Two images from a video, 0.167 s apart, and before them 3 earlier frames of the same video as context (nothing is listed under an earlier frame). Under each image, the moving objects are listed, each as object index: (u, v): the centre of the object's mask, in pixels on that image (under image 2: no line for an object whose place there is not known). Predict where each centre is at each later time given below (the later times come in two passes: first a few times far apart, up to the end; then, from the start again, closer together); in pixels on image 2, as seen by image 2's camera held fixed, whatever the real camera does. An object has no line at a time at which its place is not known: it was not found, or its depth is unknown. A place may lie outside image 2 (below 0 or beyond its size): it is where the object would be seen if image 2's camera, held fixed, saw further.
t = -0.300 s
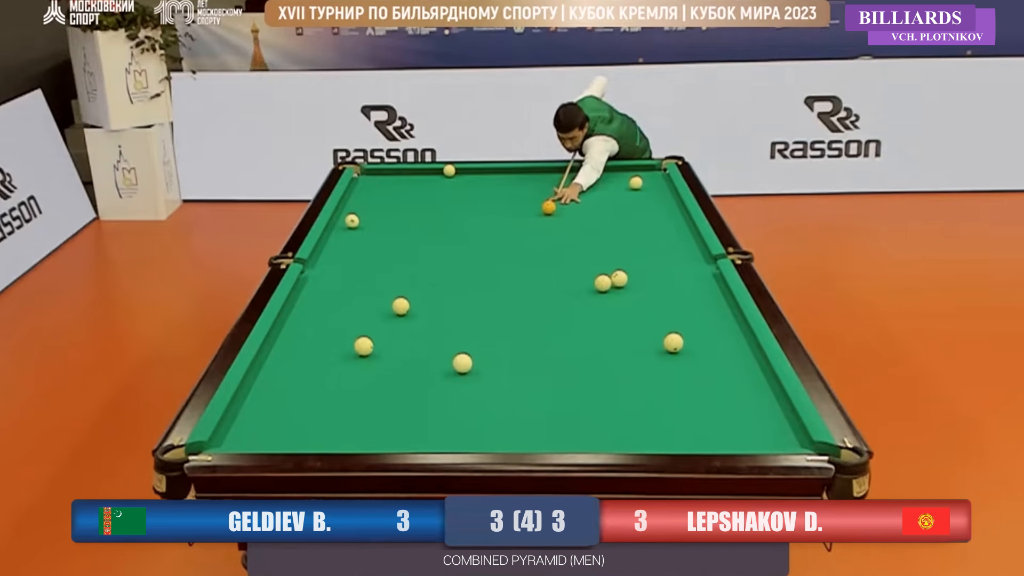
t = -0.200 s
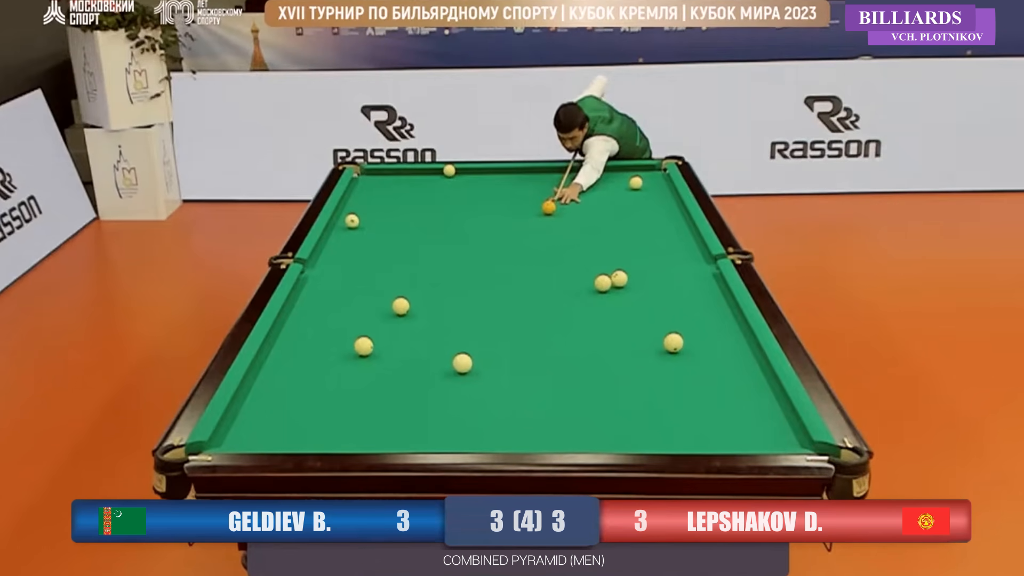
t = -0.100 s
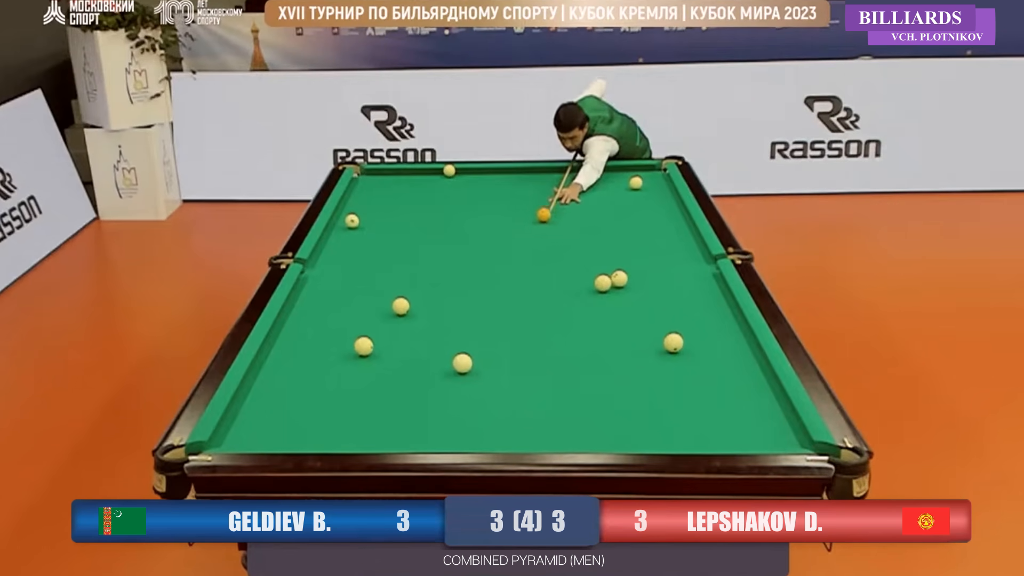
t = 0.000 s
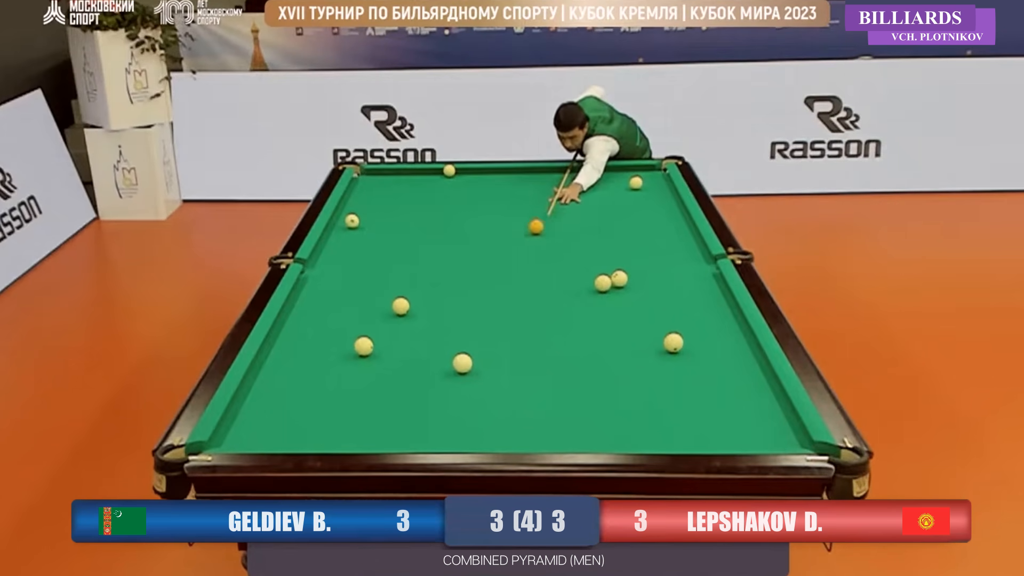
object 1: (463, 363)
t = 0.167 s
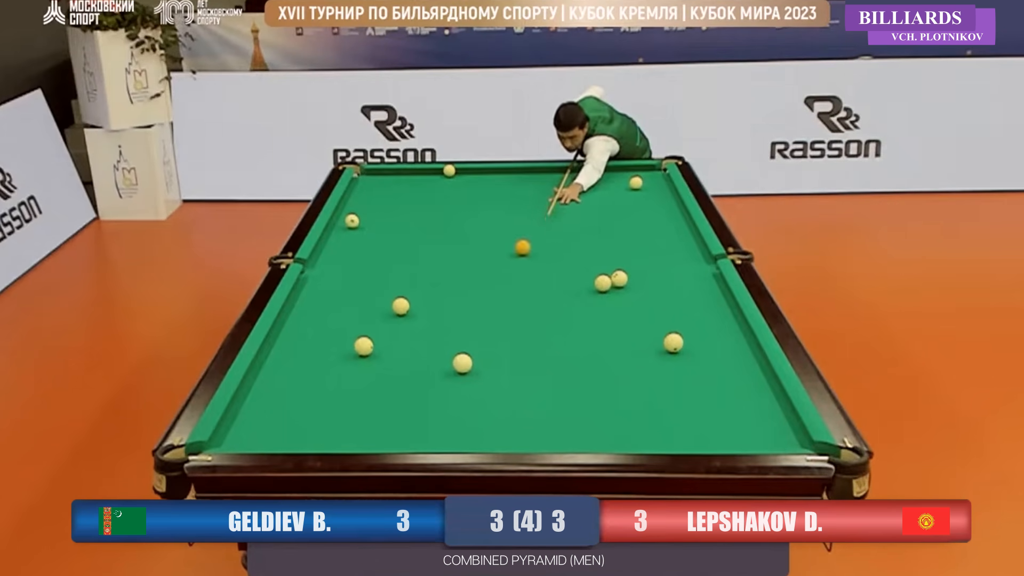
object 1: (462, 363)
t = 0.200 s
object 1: (462, 362)
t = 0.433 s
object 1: (462, 362)
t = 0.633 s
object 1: (462, 362)
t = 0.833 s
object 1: (462, 363)
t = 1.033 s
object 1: (471, 374)
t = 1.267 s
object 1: (492, 401)
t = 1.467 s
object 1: (510, 424)
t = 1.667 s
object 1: (528, 440)
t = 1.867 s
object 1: (538, 427)
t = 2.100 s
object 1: (547, 414)
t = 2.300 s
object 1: (555, 401)
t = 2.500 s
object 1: (562, 391)
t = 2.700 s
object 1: (570, 381)
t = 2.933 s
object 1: (577, 371)
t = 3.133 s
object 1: (583, 362)
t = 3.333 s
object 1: (589, 354)
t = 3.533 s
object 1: (594, 347)
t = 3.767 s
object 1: (599, 339)
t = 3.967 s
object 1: (604, 333)
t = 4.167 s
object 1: (608, 327)
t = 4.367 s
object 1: (611, 321)
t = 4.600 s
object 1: (615, 316)
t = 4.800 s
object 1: (618, 311)
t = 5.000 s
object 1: (621, 306)
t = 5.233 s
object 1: (624, 302)
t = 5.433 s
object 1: (626, 298)
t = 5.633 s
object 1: (628, 294)
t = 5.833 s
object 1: (631, 291)
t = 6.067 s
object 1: (633, 288)
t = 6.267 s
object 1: (634, 285)
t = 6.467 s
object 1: (635, 283)
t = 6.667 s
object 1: (636, 281)
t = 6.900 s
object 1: (637, 279)
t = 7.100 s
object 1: (639, 277)
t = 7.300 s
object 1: (639, 275)
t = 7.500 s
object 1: (640, 274)
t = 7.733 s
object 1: (640, 273)
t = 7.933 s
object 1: (640, 272)
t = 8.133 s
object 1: (640, 271)
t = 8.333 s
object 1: (641, 271)
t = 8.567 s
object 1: (641, 271)
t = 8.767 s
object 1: (641, 271)
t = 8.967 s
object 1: (641, 270)
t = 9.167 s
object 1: (641, 271)
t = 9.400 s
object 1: (641, 271)
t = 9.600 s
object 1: (641, 271)
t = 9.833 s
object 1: (641, 271)
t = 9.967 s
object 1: (641, 271)
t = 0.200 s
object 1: (462, 362)
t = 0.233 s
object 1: (462, 362)
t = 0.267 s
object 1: (462, 362)
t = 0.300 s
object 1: (462, 362)
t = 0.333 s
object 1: (462, 362)
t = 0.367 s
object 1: (462, 362)
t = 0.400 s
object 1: (462, 362)
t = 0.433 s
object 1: (462, 362)
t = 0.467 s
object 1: (462, 362)
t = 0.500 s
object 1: (462, 362)
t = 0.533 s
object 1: (462, 362)
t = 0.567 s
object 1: (462, 362)
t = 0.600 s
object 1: (462, 362)
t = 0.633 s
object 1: (462, 362)
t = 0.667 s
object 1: (462, 362)
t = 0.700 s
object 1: (462, 362)
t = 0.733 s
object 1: (462, 363)
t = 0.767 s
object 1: (462, 363)
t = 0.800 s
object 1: (462, 362)
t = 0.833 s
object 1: (462, 363)
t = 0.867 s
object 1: (462, 363)
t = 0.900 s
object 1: (462, 363)
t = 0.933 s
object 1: (462, 363)
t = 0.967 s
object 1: (464, 365)
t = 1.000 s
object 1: (468, 369)
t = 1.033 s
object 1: (471, 374)
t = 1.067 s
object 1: (475, 379)
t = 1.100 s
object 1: (478, 383)
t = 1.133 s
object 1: (481, 387)
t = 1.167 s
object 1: (483, 389)
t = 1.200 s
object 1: (486, 393)
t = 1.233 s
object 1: (489, 397)
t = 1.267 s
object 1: (492, 401)
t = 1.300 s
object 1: (494, 403)
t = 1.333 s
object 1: (497, 407)
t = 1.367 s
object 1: (500, 411)
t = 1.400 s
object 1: (503, 416)
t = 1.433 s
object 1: (507, 420)
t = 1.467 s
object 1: (510, 424)
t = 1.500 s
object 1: (514, 428)
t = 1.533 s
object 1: (517, 433)
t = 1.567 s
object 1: (521, 436)
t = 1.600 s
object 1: (522, 438)
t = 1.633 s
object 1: (526, 441)
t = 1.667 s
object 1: (528, 440)
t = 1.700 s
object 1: (530, 438)
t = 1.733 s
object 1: (531, 436)
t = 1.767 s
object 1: (532, 435)
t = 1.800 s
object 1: (534, 433)
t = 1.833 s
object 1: (536, 429)
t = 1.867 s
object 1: (538, 427)
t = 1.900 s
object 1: (539, 425)
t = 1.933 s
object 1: (540, 423)
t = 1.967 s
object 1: (542, 421)
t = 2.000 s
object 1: (543, 419)
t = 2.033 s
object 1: (544, 418)
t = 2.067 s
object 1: (545, 416)
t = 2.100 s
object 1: (547, 414)
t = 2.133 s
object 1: (548, 411)
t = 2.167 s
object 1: (550, 409)
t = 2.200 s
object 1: (550, 408)
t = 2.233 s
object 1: (553, 405)
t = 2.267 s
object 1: (554, 403)
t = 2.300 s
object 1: (555, 401)
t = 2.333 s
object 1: (556, 400)
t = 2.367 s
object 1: (558, 398)
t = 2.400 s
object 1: (559, 396)
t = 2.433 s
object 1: (560, 394)
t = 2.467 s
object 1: (562, 392)
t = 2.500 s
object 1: (562, 391)
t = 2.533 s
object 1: (564, 390)
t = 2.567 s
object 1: (565, 388)
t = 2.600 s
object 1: (566, 386)
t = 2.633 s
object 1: (567, 384)
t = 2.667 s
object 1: (569, 383)
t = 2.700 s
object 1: (570, 381)
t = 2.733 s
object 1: (571, 379)
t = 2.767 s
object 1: (572, 377)
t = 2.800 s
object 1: (573, 377)
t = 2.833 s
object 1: (574, 375)
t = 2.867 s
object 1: (575, 374)
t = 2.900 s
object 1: (576, 372)
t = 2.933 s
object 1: (577, 371)
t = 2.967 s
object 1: (578, 370)
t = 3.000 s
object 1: (579, 368)
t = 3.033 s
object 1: (580, 366)
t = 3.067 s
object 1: (581, 365)
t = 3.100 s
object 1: (582, 364)
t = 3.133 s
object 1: (583, 362)
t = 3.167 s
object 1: (584, 361)
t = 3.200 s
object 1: (585, 359)
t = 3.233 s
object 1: (586, 358)
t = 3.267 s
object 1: (587, 357)
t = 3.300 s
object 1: (588, 356)
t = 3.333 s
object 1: (589, 354)
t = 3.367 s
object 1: (590, 353)
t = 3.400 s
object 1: (590, 352)
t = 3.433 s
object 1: (592, 350)
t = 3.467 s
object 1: (592, 349)
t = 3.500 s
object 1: (594, 348)
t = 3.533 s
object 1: (594, 347)
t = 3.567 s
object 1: (595, 346)
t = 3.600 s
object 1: (596, 345)
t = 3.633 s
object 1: (597, 343)
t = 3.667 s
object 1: (597, 342)
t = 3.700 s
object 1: (598, 342)
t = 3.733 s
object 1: (598, 340)
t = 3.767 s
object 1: (599, 339)
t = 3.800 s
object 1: (600, 338)
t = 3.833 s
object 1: (601, 337)
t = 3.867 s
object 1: (602, 336)
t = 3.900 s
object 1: (603, 335)
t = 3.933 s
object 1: (603, 334)
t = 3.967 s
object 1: (604, 333)
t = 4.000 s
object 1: (604, 332)
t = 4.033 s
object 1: (605, 331)
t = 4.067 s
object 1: (606, 330)
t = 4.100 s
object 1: (606, 329)
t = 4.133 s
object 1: (607, 328)
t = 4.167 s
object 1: (608, 327)
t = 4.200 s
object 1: (608, 326)
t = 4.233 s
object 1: (609, 325)
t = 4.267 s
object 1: (610, 324)
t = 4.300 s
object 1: (610, 324)
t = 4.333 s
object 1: (611, 322)
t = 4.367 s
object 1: (611, 321)
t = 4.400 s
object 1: (612, 320)
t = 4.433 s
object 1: (612, 320)
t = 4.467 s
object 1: (613, 319)
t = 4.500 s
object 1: (613, 318)
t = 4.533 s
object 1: (614, 317)
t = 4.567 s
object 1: (614, 317)
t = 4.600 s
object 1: (615, 316)
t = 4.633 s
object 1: (616, 315)
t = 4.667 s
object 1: (616, 314)
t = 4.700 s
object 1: (616, 313)
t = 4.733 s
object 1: (617, 312)
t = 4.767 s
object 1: (617, 312)
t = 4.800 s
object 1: (618, 311)
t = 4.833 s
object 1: (619, 310)
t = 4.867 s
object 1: (619, 309)
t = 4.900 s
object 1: (619, 309)
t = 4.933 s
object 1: (620, 308)
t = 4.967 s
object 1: (620, 307)
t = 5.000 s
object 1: (621, 306)
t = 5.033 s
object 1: (621, 306)
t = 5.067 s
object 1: (622, 305)
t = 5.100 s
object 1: (622, 304)
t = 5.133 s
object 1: (623, 303)
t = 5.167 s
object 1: (623, 303)
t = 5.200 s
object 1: (623, 302)
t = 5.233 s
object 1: (624, 302)
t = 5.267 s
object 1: (624, 301)
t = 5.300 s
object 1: (625, 300)
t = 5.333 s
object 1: (625, 300)
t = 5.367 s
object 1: (625, 299)
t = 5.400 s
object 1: (626, 299)
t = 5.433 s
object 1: (626, 298)
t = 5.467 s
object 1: (627, 297)
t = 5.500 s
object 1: (627, 297)
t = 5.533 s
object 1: (627, 296)
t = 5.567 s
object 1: (628, 296)
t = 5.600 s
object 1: (628, 295)
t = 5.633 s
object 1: (628, 294)
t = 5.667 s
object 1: (629, 294)
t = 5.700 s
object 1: (629, 293)
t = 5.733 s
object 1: (630, 293)
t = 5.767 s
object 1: (630, 292)
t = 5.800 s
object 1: (630, 292)
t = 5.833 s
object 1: (631, 291)
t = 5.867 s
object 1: (631, 291)
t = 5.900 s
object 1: (631, 290)
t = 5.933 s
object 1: (631, 290)
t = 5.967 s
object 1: (632, 289)
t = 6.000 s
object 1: (632, 289)
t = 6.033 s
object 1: (633, 288)
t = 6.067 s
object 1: (633, 288)
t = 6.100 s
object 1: (633, 288)
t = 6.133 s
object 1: (633, 287)
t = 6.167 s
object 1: (633, 287)
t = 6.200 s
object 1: (634, 286)
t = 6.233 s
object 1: (634, 286)
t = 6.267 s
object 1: (634, 285)
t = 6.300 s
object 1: (634, 285)
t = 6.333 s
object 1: (634, 284)
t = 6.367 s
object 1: (635, 284)
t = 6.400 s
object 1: (635, 284)
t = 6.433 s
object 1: (635, 283)
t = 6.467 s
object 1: (635, 283)
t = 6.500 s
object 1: (636, 283)
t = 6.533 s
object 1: (636, 282)
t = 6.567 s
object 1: (636, 282)
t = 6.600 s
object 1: (636, 281)
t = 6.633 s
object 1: (636, 281)
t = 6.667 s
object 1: (636, 281)
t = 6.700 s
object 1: (636, 280)
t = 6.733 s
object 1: (637, 280)
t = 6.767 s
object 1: (637, 280)
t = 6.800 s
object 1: (637, 280)
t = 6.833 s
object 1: (637, 279)
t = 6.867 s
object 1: (637, 279)
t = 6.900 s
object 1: (637, 279)
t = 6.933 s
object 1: (638, 278)
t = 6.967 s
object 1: (638, 278)
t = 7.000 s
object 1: (638, 278)
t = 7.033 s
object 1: (638, 277)
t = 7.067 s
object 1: (638, 277)
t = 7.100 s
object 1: (639, 277)
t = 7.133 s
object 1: (639, 276)
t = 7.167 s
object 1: (639, 276)
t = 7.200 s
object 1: (639, 276)
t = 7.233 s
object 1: (639, 276)
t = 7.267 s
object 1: (639, 276)
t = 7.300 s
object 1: (639, 275)
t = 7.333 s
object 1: (640, 275)
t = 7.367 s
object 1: (640, 275)
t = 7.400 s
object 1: (640, 275)
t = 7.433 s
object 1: (640, 274)
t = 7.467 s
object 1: (640, 274)
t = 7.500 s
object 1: (640, 274)
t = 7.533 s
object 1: (640, 274)
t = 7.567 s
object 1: (640, 274)
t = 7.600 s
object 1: (640, 273)
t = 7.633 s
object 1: (640, 273)
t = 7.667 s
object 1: (640, 273)
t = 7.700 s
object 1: (640, 273)
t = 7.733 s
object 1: (640, 273)
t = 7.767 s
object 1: (640, 273)
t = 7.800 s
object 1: (640, 272)
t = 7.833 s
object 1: (640, 272)
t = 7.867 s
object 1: (640, 272)
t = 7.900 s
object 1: (641, 272)
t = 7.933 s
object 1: (640, 272)
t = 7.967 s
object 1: (640, 272)
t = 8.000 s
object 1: (640, 272)
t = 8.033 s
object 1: (640, 271)
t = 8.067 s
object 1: (640, 271)
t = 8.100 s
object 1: (640, 271)
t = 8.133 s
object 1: (640, 271)
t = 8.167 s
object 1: (641, 271)
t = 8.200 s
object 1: (641, 271)
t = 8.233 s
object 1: (641, 271)
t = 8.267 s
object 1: (641, 271)
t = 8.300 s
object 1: (641, 271)
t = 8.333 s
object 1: (641, 271)
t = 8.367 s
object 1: (641, 271)
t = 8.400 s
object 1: (641, 270)
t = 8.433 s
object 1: (641, 271)
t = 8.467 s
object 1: (641, 271)
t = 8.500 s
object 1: (641, 270)
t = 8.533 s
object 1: (641, 270)
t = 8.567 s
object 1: (641, 271)
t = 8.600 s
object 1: (641, 270)
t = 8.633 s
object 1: (641, 271)
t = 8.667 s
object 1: (641, 270)
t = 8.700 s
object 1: (641, 271)
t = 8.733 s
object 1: (641, 270)
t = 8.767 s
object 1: (641, 271)
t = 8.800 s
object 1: (641, 270)
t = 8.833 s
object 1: (641, 271)
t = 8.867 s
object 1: (641, 271)
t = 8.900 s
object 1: (641, 271)
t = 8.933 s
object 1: (641, 271)
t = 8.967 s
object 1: (641, 270)
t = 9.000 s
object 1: (641, 271)
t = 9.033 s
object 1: (641, 271)
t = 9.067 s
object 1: (641, 271)
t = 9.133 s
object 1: (641, 271)
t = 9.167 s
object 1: (641, 271)
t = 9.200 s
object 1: (641, 271)
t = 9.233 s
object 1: (641, 271)
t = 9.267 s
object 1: (641, 271)
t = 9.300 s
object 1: (641, 271)
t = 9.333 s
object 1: (641, 271)
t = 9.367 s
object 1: (641, 271)
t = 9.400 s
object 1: (641, 271)
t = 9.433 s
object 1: (641, 271)
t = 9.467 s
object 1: (641, 271)
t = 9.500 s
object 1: (641, 271)
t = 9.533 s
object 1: (641, 271)
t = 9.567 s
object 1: (641, 271)
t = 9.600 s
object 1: (641, 271)
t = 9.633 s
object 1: (641, 271)
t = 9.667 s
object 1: (641, 271)
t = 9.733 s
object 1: (641, 271)
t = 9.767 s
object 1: (641, 271)
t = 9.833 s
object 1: (641, 271)
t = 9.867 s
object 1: (641, 271)
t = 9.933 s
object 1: (641, 271)
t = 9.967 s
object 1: (641, 271)
